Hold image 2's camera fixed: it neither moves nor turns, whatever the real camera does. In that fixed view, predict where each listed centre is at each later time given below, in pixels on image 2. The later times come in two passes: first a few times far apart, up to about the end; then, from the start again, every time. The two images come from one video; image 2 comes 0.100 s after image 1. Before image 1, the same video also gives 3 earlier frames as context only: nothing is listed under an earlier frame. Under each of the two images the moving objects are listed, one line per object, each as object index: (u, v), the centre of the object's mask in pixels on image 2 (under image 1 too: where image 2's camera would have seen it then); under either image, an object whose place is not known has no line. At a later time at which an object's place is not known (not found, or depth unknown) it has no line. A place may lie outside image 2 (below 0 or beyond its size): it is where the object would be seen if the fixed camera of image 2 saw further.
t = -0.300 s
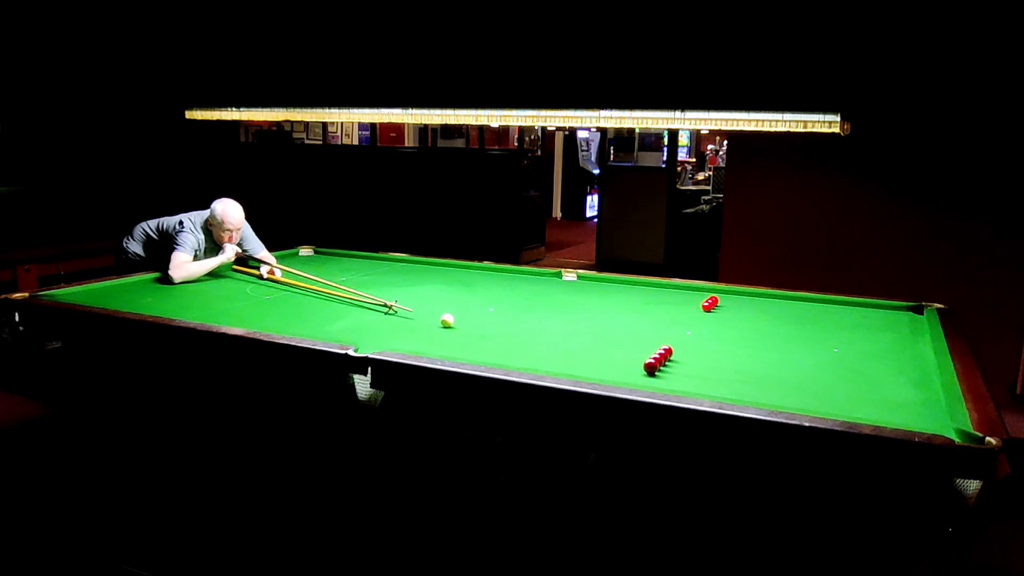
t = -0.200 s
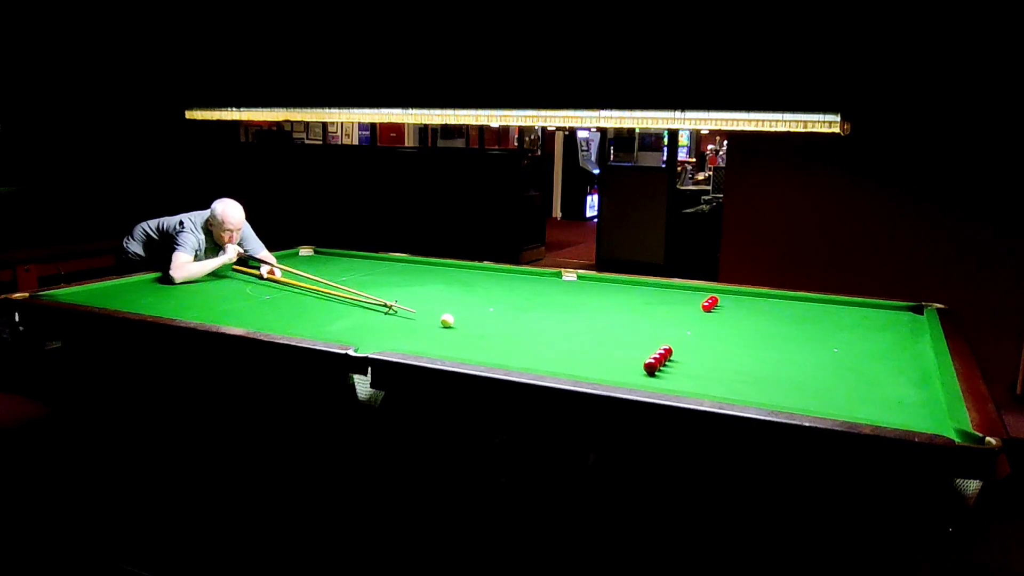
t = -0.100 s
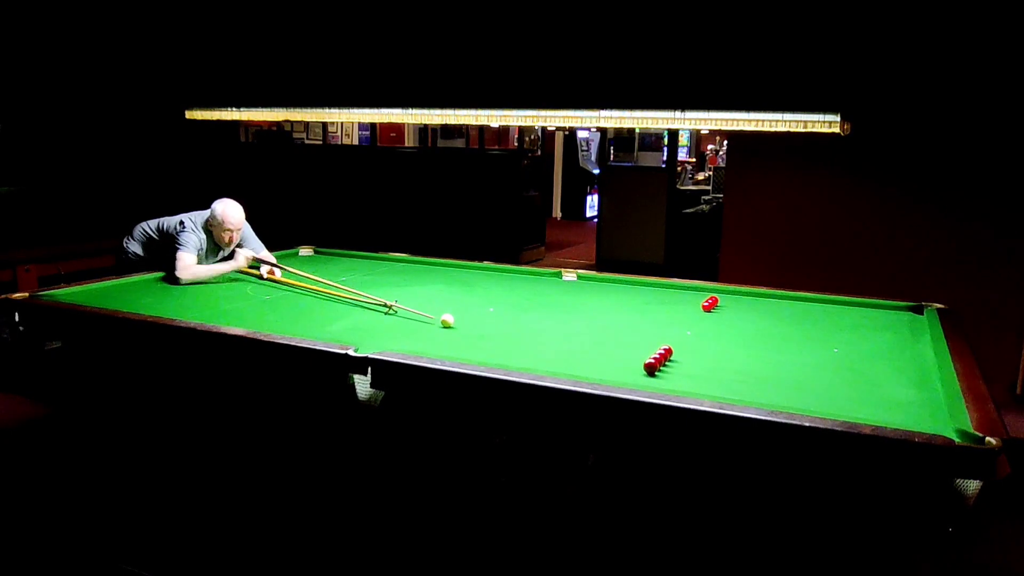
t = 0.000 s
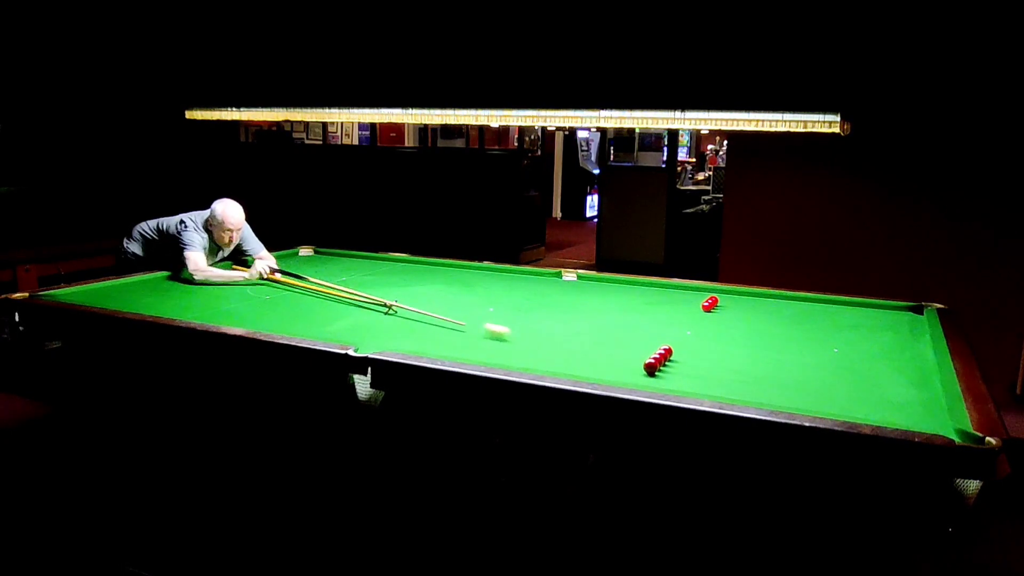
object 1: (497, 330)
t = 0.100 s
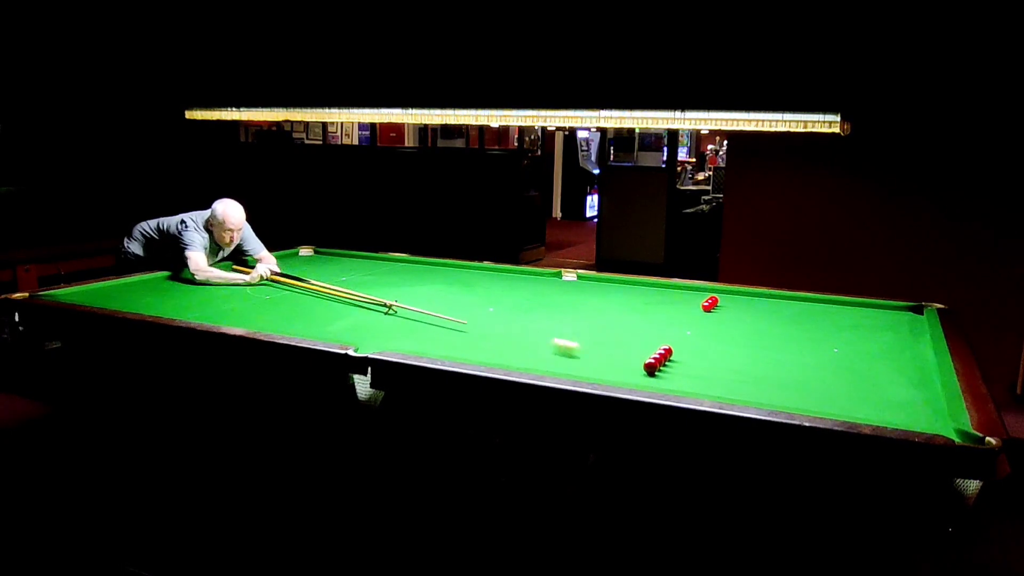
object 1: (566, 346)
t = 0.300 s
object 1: (640, 364)
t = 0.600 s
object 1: (645, 364)
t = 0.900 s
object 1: (647, 365)
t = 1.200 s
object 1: (647, 365)
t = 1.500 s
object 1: (647, 365)
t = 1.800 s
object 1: (647, 365)
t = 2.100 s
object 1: (647, 365)
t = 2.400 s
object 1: (647, 365)
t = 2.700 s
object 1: (647, 365)
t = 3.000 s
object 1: (647, 365)
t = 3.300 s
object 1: (647, 365)
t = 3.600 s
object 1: (647, 365)
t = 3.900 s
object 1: (647, 365)
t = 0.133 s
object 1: (589, 352)
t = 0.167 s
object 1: (614, 357)
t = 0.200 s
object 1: (636, 362)
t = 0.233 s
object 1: (638, 363)
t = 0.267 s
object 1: (639, 363)
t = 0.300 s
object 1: (640, 364)
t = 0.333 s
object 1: (640, 364)
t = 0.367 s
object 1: (641, 364)
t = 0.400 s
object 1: (642, 364)
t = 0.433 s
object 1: (642, 364)
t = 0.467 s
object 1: (643, 364)
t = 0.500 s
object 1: (644, 364)
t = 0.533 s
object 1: (644, 364)
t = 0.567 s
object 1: (645, 364)
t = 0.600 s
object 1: (645, 364)
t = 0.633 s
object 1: (645, 364)
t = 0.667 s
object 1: (646, 364)
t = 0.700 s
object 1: (647, 364)
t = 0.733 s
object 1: (646, 364)
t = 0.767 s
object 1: (647, 365)
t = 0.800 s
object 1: (647, 364)
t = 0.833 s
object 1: (647, 365)
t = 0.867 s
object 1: (647, 365)
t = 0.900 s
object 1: (647, 365)
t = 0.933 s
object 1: (648, 365)
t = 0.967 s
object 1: (648, 365)
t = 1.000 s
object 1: (648, 365)
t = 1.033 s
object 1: (648, 365)
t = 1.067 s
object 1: (648, 365)
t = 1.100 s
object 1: (648, 365)
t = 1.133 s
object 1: (647, 365)
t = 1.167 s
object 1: (647, 365)
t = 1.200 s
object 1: (647, 365)
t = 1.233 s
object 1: (647, 365)
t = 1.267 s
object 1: (647, 365)
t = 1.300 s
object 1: (647, 365)
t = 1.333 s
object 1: (647, 365)
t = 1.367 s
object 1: (647, 365)
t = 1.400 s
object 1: (647, 365)
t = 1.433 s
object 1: (647, 365)
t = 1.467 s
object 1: (647, 365)
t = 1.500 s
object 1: (647, 365)
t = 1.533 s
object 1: (647, 365)
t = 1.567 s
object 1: (647, 365)
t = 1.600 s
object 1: (647, 365)
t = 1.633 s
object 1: (647, 365)
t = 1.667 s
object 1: (647, 365)
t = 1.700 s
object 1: (647, 365)
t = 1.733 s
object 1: (647, 364)
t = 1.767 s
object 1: (647, 365)
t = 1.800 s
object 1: (647, 365)
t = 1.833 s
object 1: (647, 365)
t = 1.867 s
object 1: (647, 365)
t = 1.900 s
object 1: (647, 365)
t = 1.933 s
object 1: (647, 365)
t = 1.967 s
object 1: (647, 365)
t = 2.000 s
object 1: (647, 365)
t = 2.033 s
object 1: (647, 365)
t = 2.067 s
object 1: (647, 365)
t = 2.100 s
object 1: (647, 365)
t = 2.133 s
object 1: (647, 365)
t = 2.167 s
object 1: (647, 365)
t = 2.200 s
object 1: (647, 365)
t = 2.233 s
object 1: (647, 365)
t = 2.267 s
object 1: (647, 365)
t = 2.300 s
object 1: (647, 365)
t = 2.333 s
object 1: (647, 365)
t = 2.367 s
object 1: (647, 365)
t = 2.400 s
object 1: (647, 365)
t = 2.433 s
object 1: (647, 365)
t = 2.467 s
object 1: (647, 365)
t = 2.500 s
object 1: (647, 365)
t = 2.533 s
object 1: (647, 365)
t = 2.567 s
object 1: (647, 365)
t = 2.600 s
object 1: (647, 365)
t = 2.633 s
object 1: (647, 365)
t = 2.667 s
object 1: (647, 365)
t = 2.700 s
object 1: (647, 365)
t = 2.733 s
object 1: (647, 365)
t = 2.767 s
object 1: (647, 365)
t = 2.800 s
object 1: (647, 365)
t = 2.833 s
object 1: (647, 365)
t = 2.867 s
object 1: (647, 365)
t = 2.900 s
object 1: (647, 365)
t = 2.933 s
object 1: (647, 365)
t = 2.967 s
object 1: (647, 365)
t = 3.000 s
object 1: (647, 365)
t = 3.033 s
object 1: (647, 365)
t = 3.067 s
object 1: (647, 365)
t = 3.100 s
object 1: (647, 365)
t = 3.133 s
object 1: (647, 365)
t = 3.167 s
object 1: (647, 365)
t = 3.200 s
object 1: (647, 365)
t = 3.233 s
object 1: (647, 365)
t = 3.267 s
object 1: (647, 365)
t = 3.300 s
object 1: (647, 365)
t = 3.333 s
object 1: (647, 365)
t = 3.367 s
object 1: (647, 365)
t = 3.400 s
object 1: (647, 365)
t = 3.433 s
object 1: (647, 365)
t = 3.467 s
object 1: (647, 365)
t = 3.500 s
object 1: (647, 365)
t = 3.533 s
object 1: (647, 365)
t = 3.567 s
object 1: (647, 365)
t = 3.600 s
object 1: (647, 365)
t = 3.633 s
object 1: (647, 365)
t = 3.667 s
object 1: (647, 365)
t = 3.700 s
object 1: (647, 365)
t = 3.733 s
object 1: (647, 365)
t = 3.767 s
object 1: (647, 365)
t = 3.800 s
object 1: (647, 365)
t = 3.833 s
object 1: (647, 365)
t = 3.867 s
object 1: (647, 365)
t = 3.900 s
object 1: (647, 365)
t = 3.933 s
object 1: (647, 365)
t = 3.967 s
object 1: (647, 365)
